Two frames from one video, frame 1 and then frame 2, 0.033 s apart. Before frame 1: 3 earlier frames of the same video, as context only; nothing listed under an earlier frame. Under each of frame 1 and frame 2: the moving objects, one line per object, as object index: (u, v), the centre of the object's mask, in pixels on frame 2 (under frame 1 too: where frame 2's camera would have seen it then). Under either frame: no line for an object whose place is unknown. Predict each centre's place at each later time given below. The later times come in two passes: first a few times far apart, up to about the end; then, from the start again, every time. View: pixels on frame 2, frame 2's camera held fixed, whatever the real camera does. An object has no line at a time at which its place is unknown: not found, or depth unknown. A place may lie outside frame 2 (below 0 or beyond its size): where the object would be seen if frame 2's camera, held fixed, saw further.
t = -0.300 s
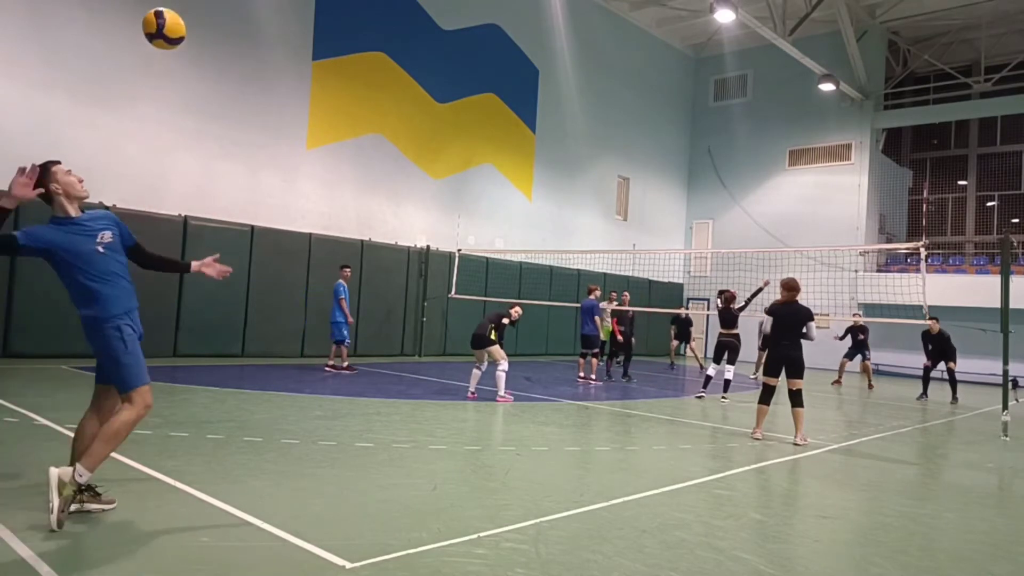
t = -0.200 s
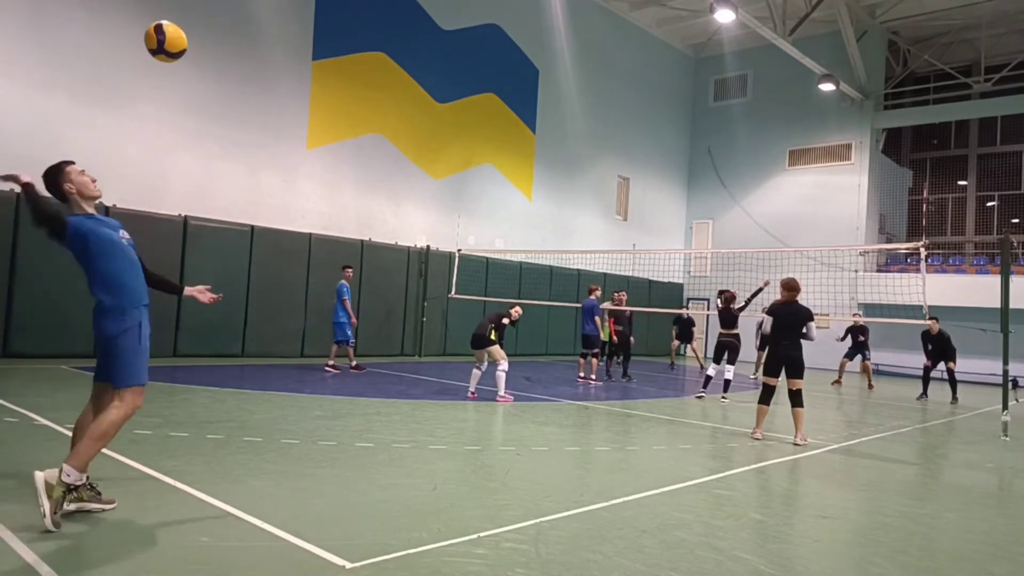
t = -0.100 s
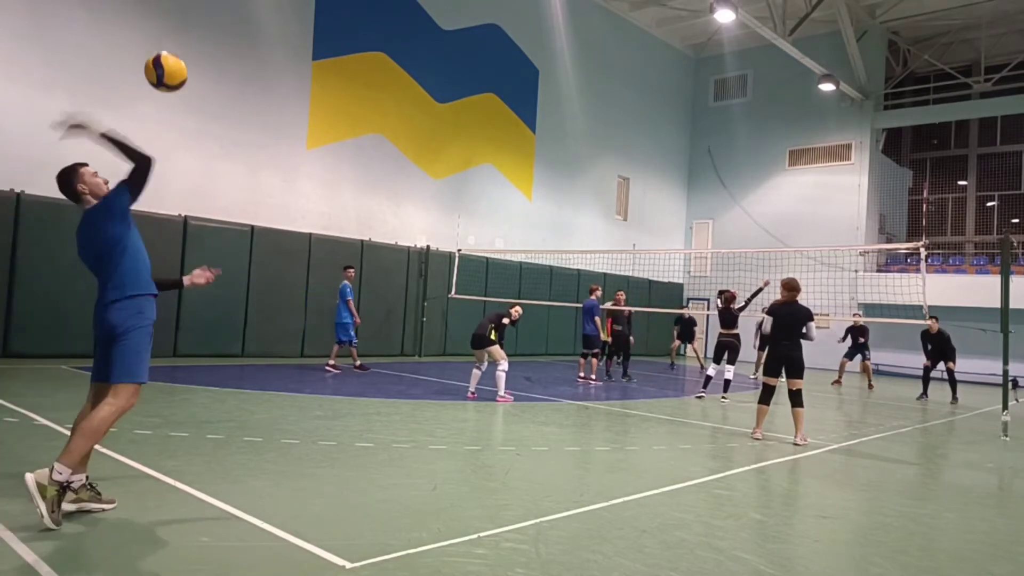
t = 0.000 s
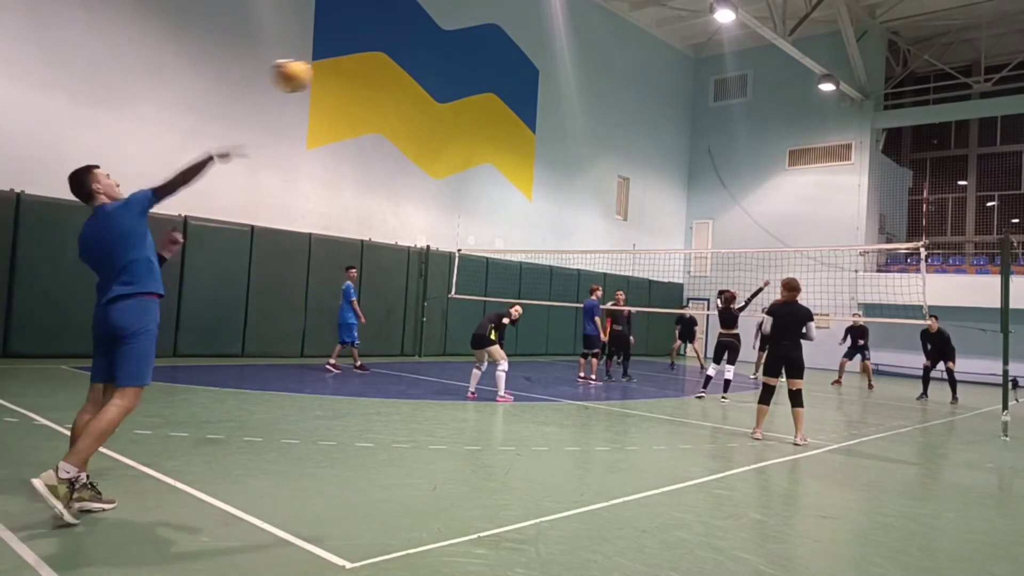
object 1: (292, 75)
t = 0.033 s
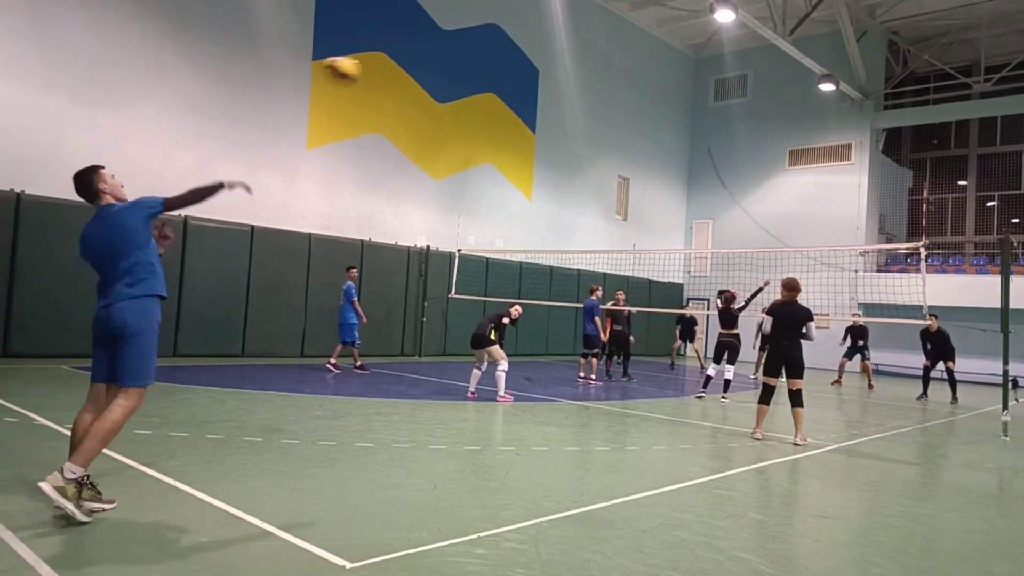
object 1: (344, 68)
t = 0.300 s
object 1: (566, 89)
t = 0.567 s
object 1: (660, 147)
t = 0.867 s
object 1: (714, 226)
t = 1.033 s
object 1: (733, 273)
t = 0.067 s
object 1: (386, 66)
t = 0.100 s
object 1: (422, 69)
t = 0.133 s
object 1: (454, 69)
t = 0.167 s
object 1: (482, 71)
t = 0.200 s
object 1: (506, 75)
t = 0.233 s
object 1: (529, 79)
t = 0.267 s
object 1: (549, 83)
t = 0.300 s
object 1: (566, 89)
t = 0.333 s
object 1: (582, 95)
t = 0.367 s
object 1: (597, 102)
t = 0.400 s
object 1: (610, 109)
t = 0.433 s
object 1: (622, 116)
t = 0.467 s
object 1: (632, 123)
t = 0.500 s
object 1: (642, 131)
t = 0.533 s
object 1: (651, 139)
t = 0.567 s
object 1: (660, 147)
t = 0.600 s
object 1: (668, 155)
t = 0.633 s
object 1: (675, 163)
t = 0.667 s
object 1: (681, 171)
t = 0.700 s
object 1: (687, 180)
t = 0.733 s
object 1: (693, 188)
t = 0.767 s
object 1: (699, 197)
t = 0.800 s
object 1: (704, 207)
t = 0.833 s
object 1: (709, 216)
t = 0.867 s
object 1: (714, 226)
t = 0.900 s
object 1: (718, 235)
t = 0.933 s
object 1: (723, 244)
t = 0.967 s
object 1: (726, 255)
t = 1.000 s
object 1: (729, 264)
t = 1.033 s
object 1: (733, 273)
